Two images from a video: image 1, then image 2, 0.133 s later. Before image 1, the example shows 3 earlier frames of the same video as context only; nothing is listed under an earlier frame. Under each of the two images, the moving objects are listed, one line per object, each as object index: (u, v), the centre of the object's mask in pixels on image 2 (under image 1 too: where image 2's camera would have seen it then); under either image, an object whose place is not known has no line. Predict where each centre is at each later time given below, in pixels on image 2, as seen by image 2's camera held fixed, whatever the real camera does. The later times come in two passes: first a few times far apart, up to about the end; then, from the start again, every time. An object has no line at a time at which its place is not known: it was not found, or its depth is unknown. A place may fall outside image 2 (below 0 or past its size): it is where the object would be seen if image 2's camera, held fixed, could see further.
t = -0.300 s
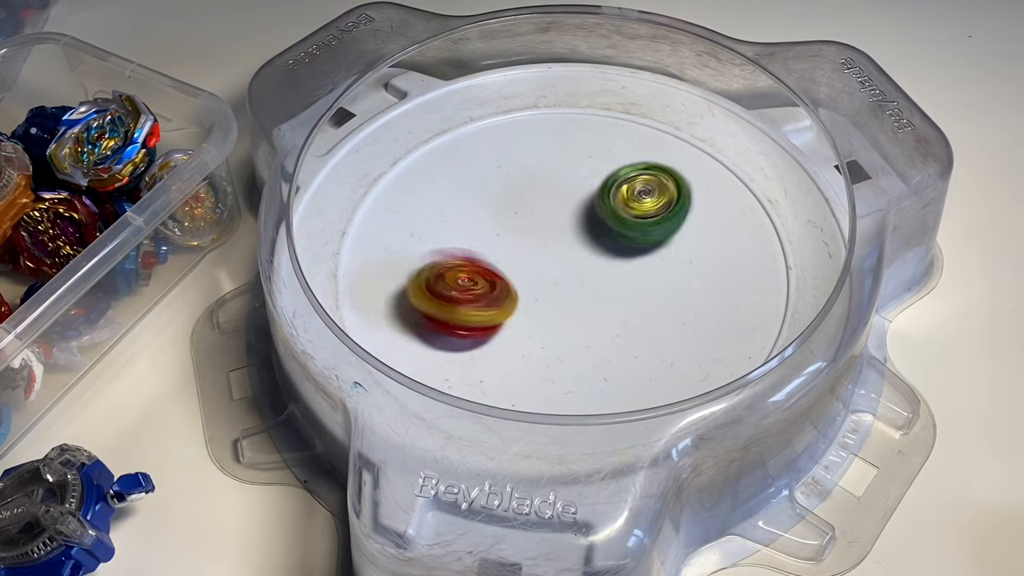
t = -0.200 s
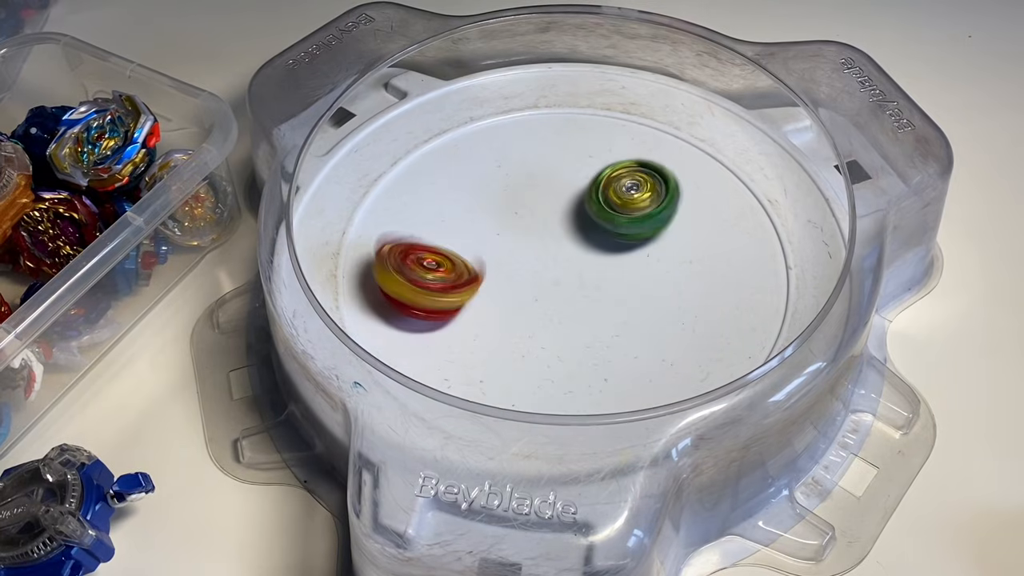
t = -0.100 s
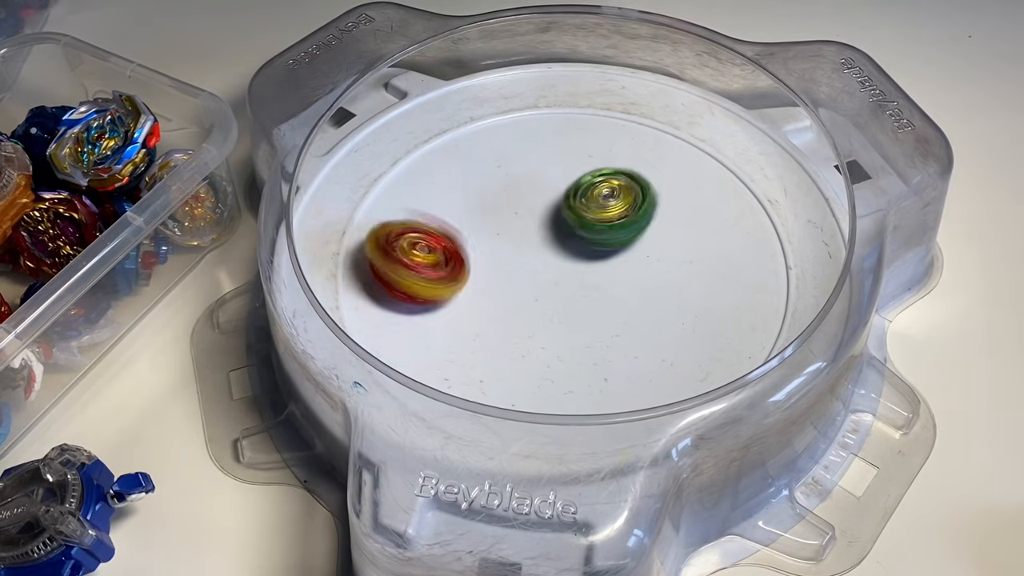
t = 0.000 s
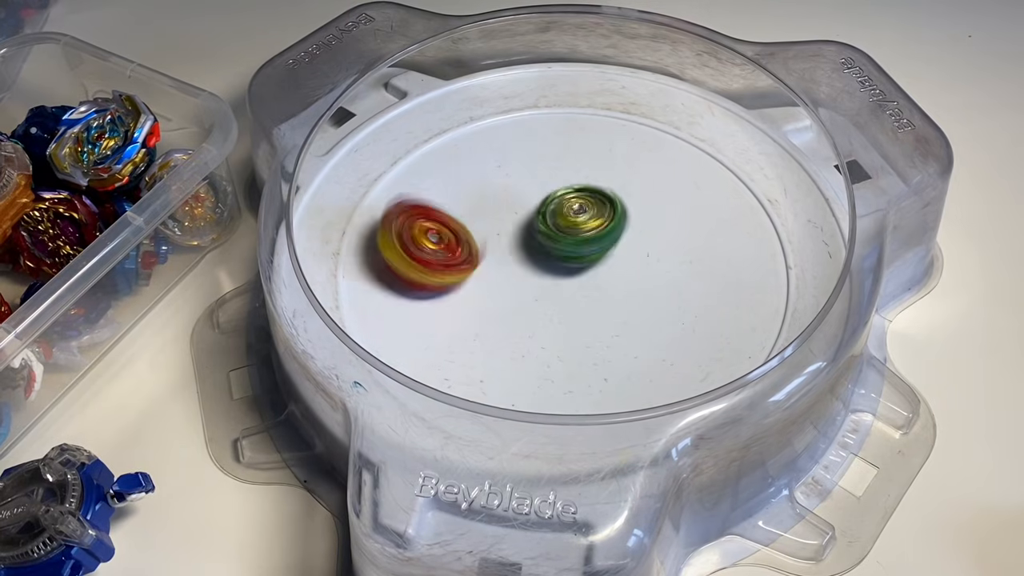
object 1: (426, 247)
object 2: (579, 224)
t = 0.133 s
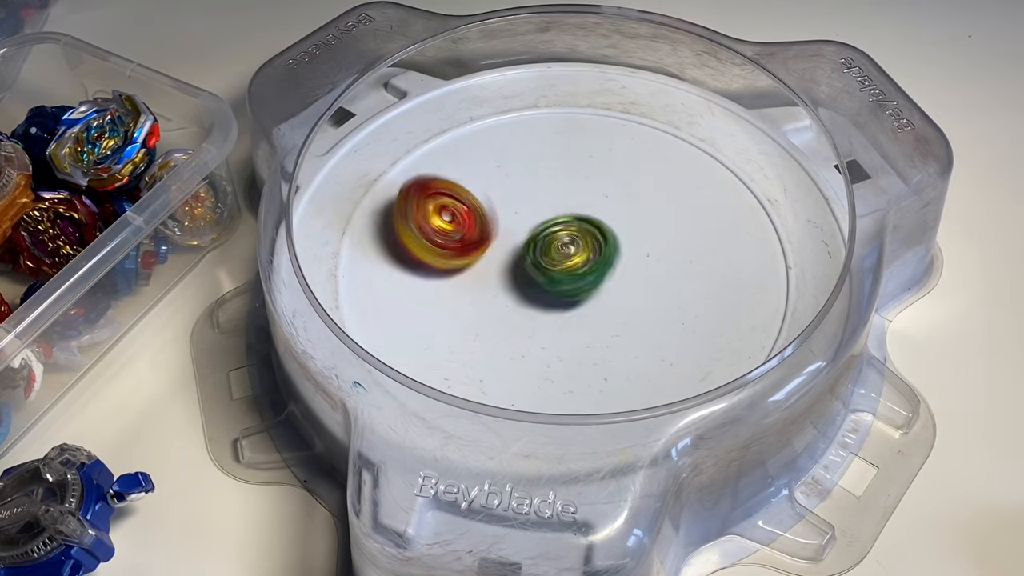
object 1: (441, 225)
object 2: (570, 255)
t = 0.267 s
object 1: (462, 196)
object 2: (603, 287)
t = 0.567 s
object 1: (562, 173)
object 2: (606, 303)
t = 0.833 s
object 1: (635, 197)
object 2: (554, 270)
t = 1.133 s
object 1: (655, 266)
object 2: (514, 225)
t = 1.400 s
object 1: (598, 323)
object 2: (527, 207)
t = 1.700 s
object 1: (504, 321)
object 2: (578, 233)
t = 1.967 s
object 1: (470, 260)
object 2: (600, 265)
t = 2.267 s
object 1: (494, 196)
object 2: (606, 284)
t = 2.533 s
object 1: (562, 186)
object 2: (562, 272)
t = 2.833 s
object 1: (651, 206)
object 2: (497, 287)
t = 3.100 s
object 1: (645, 283)
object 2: (510, 259)
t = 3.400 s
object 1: (550, 336)
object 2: (567, 228)
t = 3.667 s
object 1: (478, 310)
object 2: (591, 241)
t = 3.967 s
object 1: (468, 219)
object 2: (600, 270)
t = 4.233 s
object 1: (512, 172)
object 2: (593, 265)
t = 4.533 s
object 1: (604, 186)
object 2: (571, 265)
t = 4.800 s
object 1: (667, 242)
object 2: (539, 263)
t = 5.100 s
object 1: (647, 313)
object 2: (550, 269)
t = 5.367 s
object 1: (509, 338)
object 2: (538, 236)
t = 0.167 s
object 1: (441, 215)
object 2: (579, 266)
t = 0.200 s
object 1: (448, 209)
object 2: (589, 274)
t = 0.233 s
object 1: (454, 203)
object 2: (596, 282)
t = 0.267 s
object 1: (462, 196)
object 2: (603, 287)
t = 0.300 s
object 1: (472, 192)
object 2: (607, 292)
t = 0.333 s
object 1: (478, 187)
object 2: (610, 295)
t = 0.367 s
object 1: (492, 182)
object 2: (612, 298)
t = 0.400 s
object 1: (501, 180)
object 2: (615, 300)
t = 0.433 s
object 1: (511, 178)
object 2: (615, 302)
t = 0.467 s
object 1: (526, 175)
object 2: (614, 304)
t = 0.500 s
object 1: (536, 175)
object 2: (612, 305)
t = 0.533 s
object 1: (547, 173)
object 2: (609, 305)
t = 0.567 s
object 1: (562, 173)
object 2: (606, 303)
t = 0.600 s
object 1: (571, 174)
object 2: (602, 302)
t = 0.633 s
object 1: (582, 174)
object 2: (596, 299)
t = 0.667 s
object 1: (595, 177)
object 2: (590, 295)
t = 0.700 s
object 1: (604, 180)
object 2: (582, 291)
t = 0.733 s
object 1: (613, 181)
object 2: (576, 286)
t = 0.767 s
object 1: (624, 186)
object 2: (568, 281)
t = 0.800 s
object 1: (630, 191)
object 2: (561, 276)
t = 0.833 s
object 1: (635, 197)
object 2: (554, 270)
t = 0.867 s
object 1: (645, 200)
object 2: (547, 265)
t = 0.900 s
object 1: (648, 211)
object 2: (540, 259)
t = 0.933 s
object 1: (651, 219)
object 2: (534, 254)
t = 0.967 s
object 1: (653, 224)
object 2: (529, 248)
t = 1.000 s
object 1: (658, 233)
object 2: (525, 243)
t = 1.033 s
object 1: (655, 244)
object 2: (521, 238)
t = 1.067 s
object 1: (655, 251)
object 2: (518, 234)
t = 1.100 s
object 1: (655, 258)
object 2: (516, 229)
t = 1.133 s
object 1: (655, 266)
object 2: (514, 225)
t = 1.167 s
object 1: (650, 277)
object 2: (513, 220)
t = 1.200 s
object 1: (643, 284)
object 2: (513, 216)
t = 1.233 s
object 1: (639, 290)
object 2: (513, 213)
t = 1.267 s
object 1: (634, 299)
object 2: (515, 209)
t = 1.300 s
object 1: (625, 306)
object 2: (517, 207)
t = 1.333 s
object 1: (611, 317)
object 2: (520, 206)
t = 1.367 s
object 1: (605, 321)
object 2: (524, 206)
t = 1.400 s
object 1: (598, 323)
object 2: (527, 207)
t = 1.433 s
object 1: (586, 328)
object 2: (533, 209)
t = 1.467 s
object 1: (572, 329)
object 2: (538, 211)
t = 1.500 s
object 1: (561, 331)
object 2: (545, 214)
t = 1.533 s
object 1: (552, 332)
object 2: (550, 216)
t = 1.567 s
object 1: (542, 332)
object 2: (558, 218)
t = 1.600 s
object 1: (531, 332)
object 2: (563, 222)
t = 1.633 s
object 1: (520, 329)
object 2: (569, 225)
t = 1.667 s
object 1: (510, 326)
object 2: (574, 229)
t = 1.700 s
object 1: (504, 321)
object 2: (578, 233)
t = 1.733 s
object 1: (498, 317)
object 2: (580, 235)
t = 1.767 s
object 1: (491, 311)
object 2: (581, 238)
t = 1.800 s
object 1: (486, 303)
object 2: (584, 242)
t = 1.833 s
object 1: (480, 296)
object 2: (586, 247)
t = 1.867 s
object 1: (478, 286)
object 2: (588, 252)
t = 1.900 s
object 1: (477, 280)
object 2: (587, 257)
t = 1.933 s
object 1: (474, 269)
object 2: (594, 261)
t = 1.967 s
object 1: (470, 260)
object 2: (600, 265)
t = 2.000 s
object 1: (468, 252)
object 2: (606, 268)
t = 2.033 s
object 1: (467, 242)
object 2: (609, 271)
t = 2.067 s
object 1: (466, 233)
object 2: (610, 273)
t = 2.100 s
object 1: (468, 224)
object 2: (613, 276)
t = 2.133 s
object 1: (472, 217)
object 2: (614, 278)
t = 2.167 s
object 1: (477, 210)
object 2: (614, 279)
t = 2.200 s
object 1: (482, 206)
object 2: (613, 283)
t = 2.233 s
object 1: (488, 200)
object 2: (610, 284)
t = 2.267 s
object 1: (494, 196)
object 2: (606, 284)
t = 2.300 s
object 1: (500, 192)
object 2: (603, 284)
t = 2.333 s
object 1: (507, 191)
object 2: (596, 283)
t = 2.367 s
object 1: (514, 186)
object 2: (591, 282)
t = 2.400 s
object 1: (522, 185)
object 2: (587, 281)
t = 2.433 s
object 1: (532, 183)
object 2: (581, 279)
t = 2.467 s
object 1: (542, 184)
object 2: (573, 276)
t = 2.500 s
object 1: (552, 184)
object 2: (569, 274)
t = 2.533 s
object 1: (562, 186)
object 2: (562, 272)
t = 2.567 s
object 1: (574, 187)
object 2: (556, 268)
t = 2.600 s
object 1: (588, 183)
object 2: (542, 276)
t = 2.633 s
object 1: (603, 181)
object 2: (530, 282)
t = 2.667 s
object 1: (616, 181)
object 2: (519, 286)
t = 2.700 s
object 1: (626, 184)
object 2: (511, 288)
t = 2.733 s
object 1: (633, 190)
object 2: (506, 289)
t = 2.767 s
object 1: (640, 195)
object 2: (501, 290)
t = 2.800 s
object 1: (646, 201)
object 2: (498, 289)
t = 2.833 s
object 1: (651, 206)
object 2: (497, 287)
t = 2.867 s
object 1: (654, 213)
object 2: (496, 286)
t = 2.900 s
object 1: (657, 222)
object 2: (497, 282)
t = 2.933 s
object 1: (658, 232)
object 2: (496, 280)
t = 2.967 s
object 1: (658, 242)
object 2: (499, 277)
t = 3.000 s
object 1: (656, 253)
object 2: (501, 273)
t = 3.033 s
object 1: (653, 263)
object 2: (503, 267)
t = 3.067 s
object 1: (652, 271)
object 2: (506, 264)
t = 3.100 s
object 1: (645, 283)
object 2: (510, 259)
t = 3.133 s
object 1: (641, 290)
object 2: (516, 253)
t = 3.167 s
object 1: (634, 300)
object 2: (523, 250)
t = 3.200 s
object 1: (626, 307)
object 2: (529, 245)
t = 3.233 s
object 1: (615, 315)
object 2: (536, 239)
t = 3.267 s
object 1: (604, 321)
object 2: (542, 235)
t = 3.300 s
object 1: (591, 326)
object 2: (549, 232)
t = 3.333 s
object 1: (578, 331)
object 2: (555, 233)
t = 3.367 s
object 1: (564, 334)
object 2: (560, 230)
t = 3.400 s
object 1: (550, 336)
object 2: (567, 228)
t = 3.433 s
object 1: (538, 337)
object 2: (573, 229)
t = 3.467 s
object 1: (527, 337)
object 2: (577, 231)
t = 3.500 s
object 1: (519, 335)
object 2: (583, 230)
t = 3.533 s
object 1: (511, 333)
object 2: (587, 232)
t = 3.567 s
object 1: (502, 329)
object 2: (588, 236)
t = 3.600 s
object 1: (494, 323)
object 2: (589, 237)
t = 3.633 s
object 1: (487, 317)
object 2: (592, 238)
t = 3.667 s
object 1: (478, 310)
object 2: (591, 241)
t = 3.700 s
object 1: (474, 304)
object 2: (589, 244)
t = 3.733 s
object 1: (473, 297)
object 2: (589, 248)
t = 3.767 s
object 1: (472, 288)
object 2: (587, 251)
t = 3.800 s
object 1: (472, 278)
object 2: (585, 254)
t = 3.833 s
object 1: (472, 267)
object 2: (582, 257)
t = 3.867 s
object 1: (466, 254)
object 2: (587, 259)
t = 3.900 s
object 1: (463, 242)
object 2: (597, 262)
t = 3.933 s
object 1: (463, 231)
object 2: (602, 265)
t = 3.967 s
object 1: (468, 219)
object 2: (600, 270)
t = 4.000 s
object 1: (468, 207)
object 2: (599, 271)
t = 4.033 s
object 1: (472, 198)
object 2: (598, 272)
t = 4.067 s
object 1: (476, 191)
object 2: (599, 272)
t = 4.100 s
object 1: (483, 185)
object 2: (600, 270)
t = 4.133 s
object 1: (491, 179)
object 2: (599, 269)
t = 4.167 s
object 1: (497, 174)
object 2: (598, 268)
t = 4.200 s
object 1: (503, 172)
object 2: (596, 267)
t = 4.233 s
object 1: (512, 172)
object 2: (593, 265)
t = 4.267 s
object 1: (523, 170)
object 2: (590, 264)
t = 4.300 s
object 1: (533, 169)
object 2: (588, 261)
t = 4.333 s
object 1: (541, 172)
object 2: (586, 258)
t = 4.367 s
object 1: (551, 173)
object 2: (584, 255)
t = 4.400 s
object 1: (564, 172)
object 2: (583, 258)
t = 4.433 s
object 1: (574, 173)
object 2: (577, 262)
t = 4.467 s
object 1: (580, 176)
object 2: (572, 261)
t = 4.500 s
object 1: (595, 182)
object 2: (571, 265)
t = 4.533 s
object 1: (604, 186)
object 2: (571, 265)
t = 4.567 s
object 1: (613, 188)
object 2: (569, 267)
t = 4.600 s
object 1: (623, 196)
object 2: (564, 269)
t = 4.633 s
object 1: (632, 202)
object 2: (560, 269)
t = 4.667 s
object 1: (638, 208)
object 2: (555, 269)
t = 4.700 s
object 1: (643, 219)
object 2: (552, 268)
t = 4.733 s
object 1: (648, 226)
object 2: (550, 268)
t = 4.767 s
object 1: (653, 236)
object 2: (546, 264)
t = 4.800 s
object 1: (667, 242)
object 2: (539, 263)
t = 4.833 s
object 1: (670, 253)
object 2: (534, 260)
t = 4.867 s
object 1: (675, 265)
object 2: (533, 260)
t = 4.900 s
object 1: (682, 267)
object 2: (534, 257)
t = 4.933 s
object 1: (677, 282)
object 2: (536, 258)
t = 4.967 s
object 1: (680, 284)
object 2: (535, 262)
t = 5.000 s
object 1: (669, 298)
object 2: (534, 263)
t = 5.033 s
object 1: (669, 300)
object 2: (536, 265)
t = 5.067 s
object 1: (656, 305)
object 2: (545, 264)
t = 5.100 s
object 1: (647, 313)
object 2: (550, 269)
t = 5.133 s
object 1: (631, 316)
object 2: (553, 268)
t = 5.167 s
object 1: (615, 324)
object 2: (554, 264)
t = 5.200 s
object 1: (597, 331)
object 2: (553, 256)
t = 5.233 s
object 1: (579, 339)
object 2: (549, 250)
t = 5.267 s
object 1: (556, 340)
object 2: (544, 245)
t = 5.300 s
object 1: (542, 343)
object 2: (542, 240)
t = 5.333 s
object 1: (520, 340)
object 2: (539, 236)
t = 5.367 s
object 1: (509, 338)
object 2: (538, 236)
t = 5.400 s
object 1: (491, 334)
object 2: (538, 237)
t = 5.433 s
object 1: (481, 325)
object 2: (539, 237)
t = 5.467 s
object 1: (471, 319)
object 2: (539, 237)
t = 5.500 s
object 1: (459, 308)
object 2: (539, 237)
